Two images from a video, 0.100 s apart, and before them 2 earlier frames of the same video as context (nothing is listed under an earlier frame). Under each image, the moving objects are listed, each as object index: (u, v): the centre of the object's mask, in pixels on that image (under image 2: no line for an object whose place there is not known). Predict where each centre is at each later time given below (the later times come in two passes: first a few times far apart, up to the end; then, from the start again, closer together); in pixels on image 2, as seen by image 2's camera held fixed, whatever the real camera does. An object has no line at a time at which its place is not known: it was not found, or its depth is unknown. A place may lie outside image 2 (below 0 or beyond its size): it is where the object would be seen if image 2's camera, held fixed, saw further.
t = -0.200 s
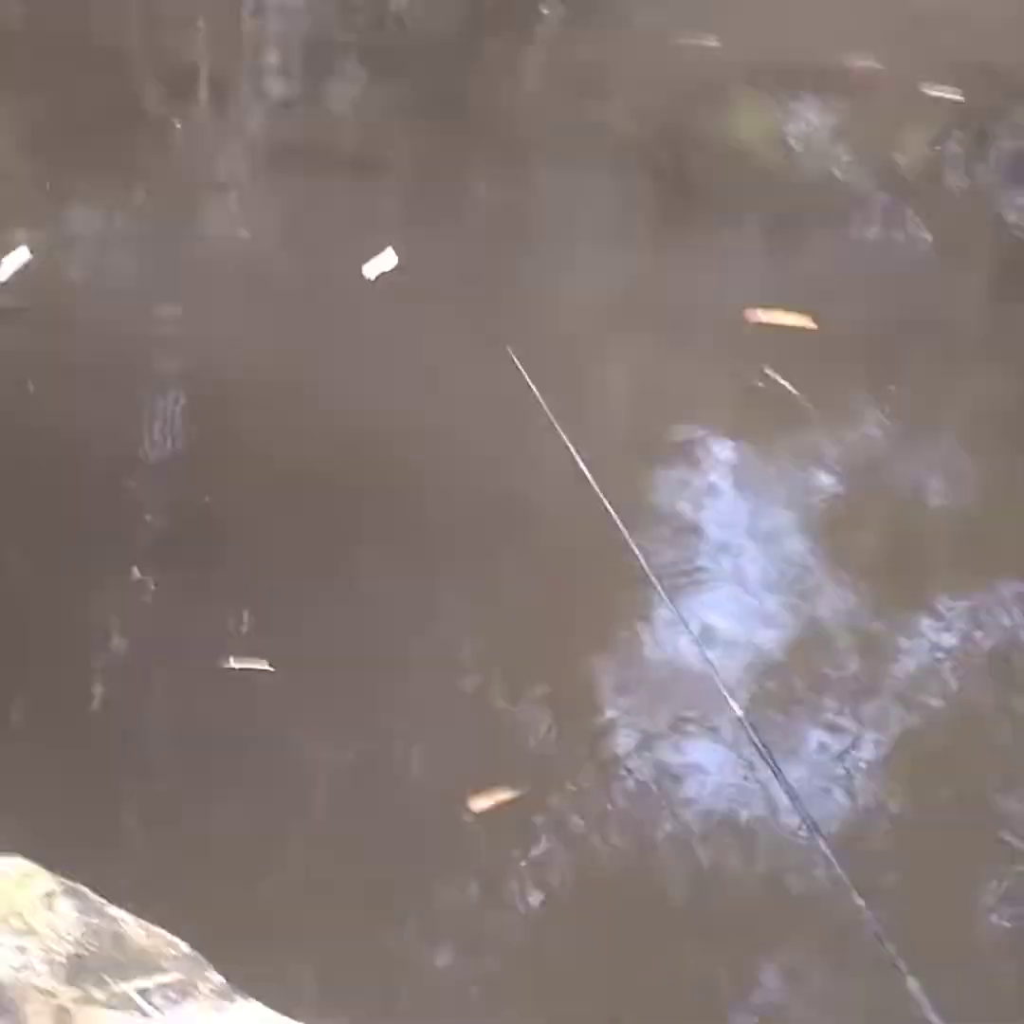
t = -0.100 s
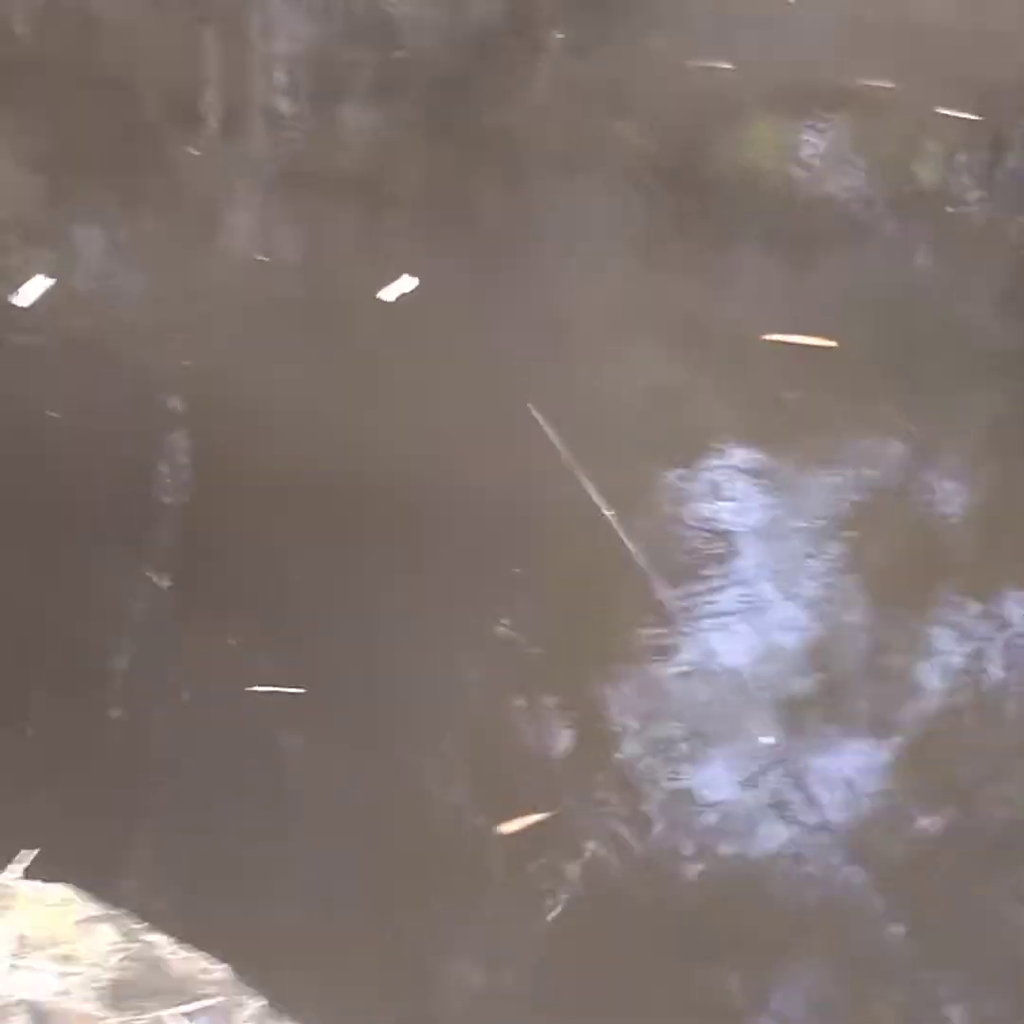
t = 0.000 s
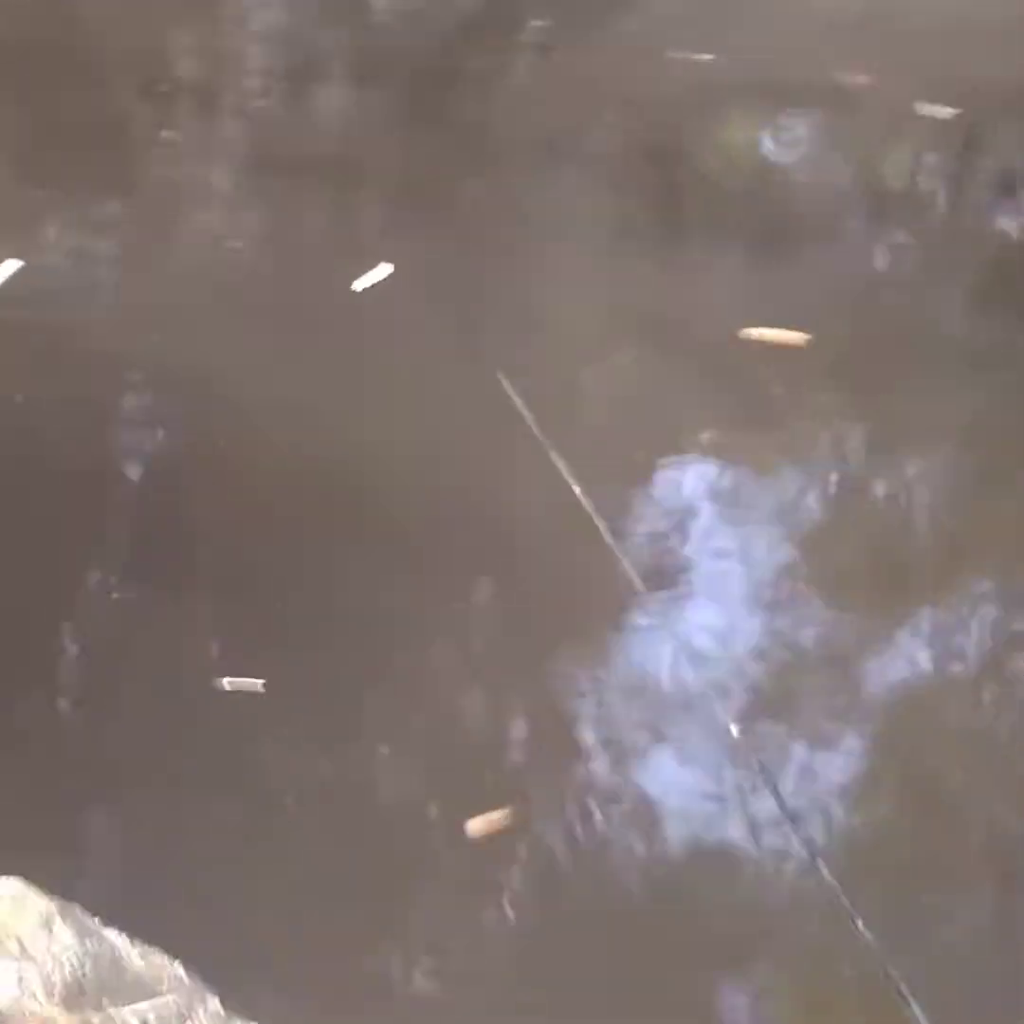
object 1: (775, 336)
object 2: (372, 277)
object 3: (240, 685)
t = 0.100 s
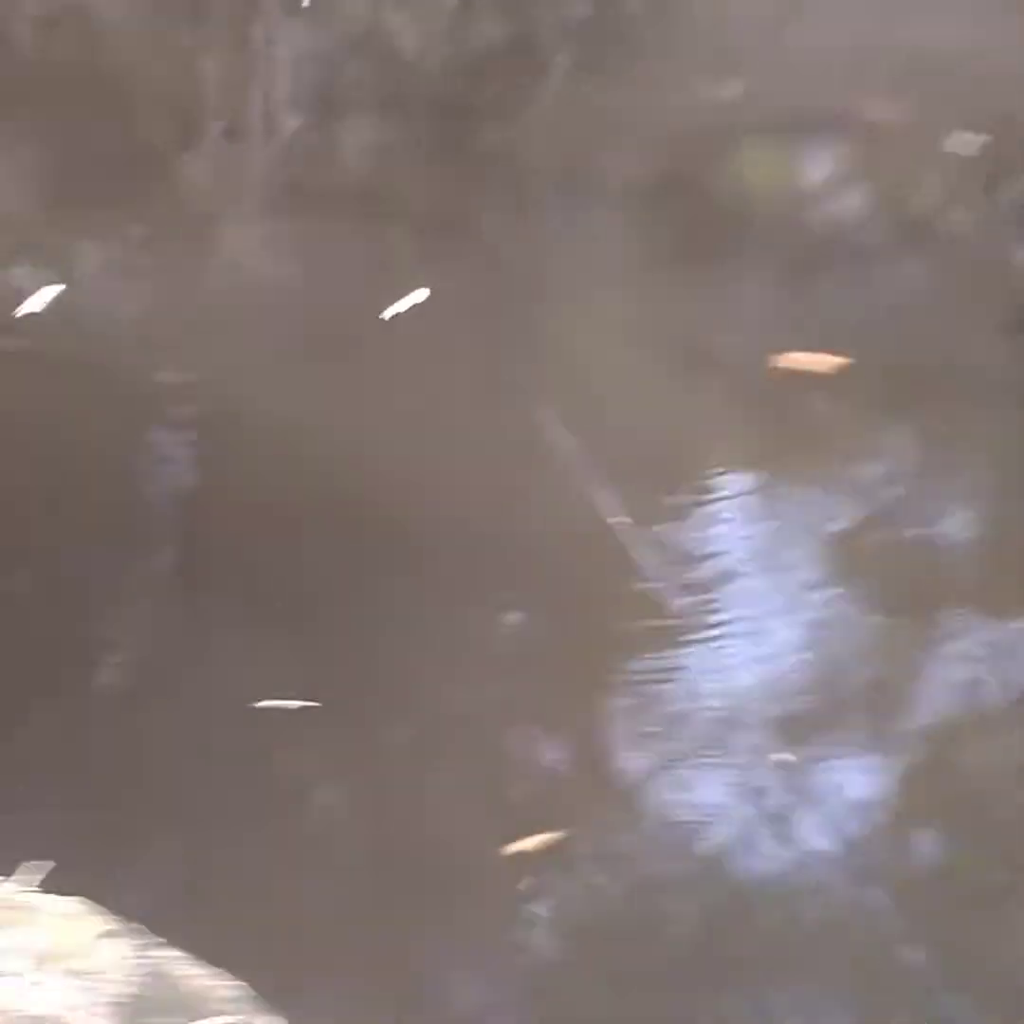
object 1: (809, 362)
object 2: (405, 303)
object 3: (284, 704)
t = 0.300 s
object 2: (408, 308)
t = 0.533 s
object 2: (403, 312)
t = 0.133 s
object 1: (807, 363)
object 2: (404, 306)
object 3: (286, 710)
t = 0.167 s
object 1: (807, 363)
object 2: (407, 307)
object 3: (282, 710)
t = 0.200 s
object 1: (804, 363)
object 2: (404, 306)
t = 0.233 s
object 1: (805, 364)
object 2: (406, 308)
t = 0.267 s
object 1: (809, 365)
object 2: (406, 308)
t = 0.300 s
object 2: (408, 308)
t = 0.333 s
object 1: (809, 365)
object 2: (408, 308)
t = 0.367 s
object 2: (404, 302)
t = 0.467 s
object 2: (404, 309)
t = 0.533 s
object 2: (403, 312)
